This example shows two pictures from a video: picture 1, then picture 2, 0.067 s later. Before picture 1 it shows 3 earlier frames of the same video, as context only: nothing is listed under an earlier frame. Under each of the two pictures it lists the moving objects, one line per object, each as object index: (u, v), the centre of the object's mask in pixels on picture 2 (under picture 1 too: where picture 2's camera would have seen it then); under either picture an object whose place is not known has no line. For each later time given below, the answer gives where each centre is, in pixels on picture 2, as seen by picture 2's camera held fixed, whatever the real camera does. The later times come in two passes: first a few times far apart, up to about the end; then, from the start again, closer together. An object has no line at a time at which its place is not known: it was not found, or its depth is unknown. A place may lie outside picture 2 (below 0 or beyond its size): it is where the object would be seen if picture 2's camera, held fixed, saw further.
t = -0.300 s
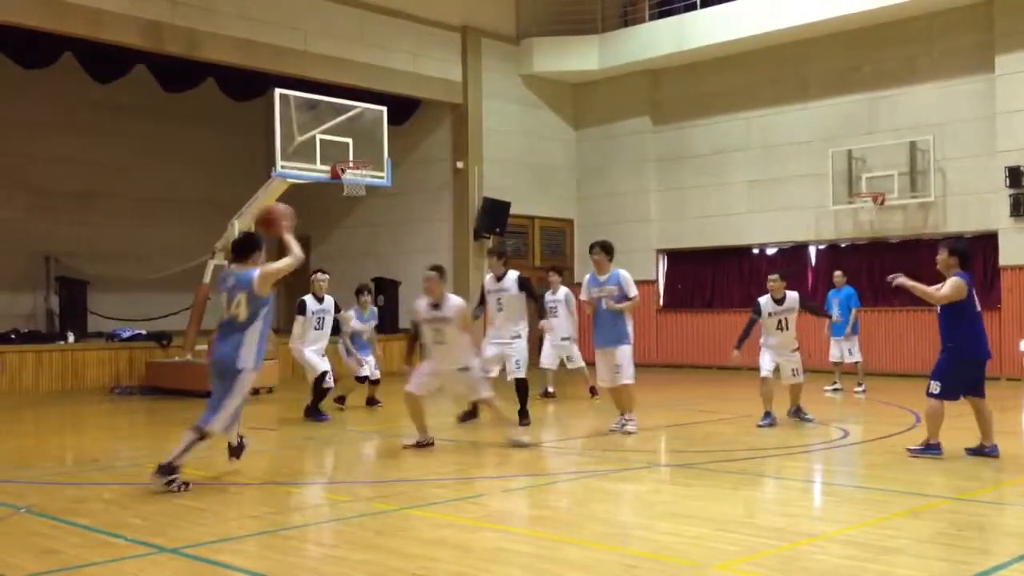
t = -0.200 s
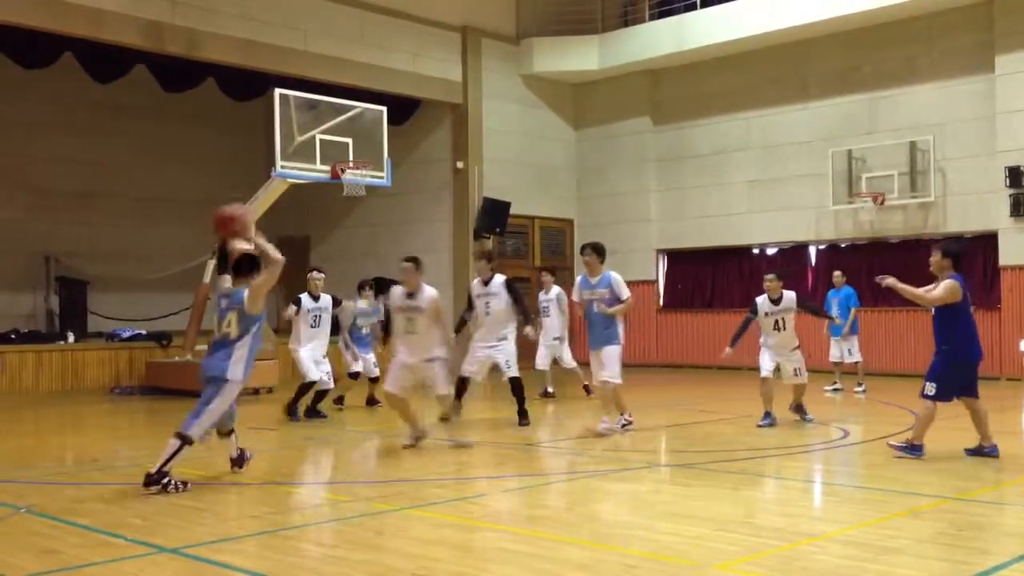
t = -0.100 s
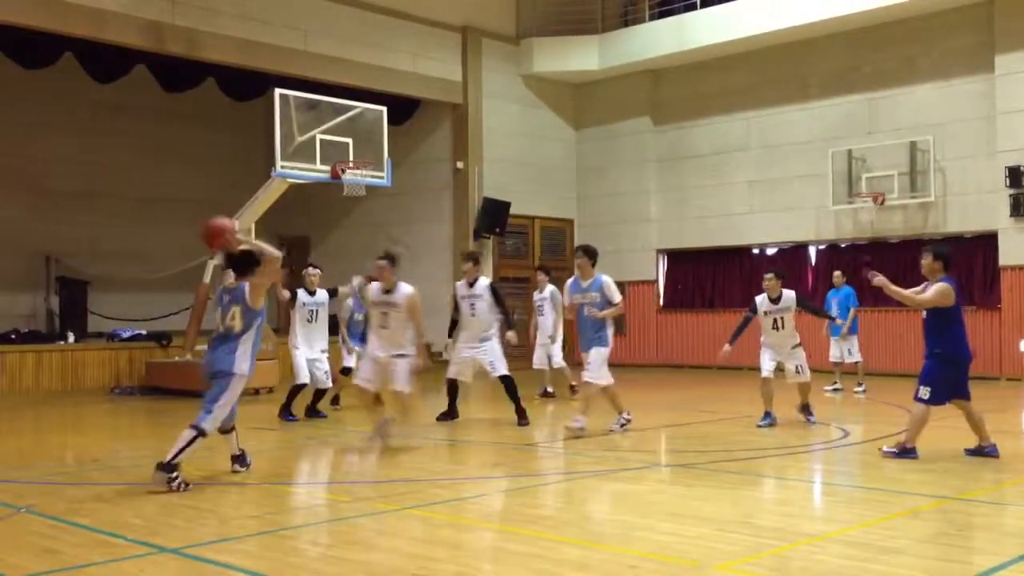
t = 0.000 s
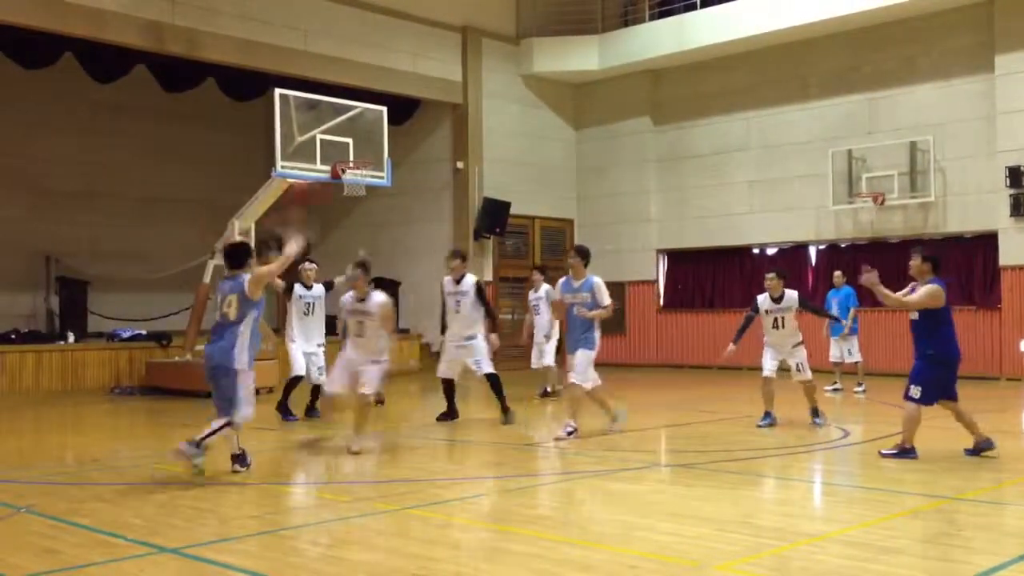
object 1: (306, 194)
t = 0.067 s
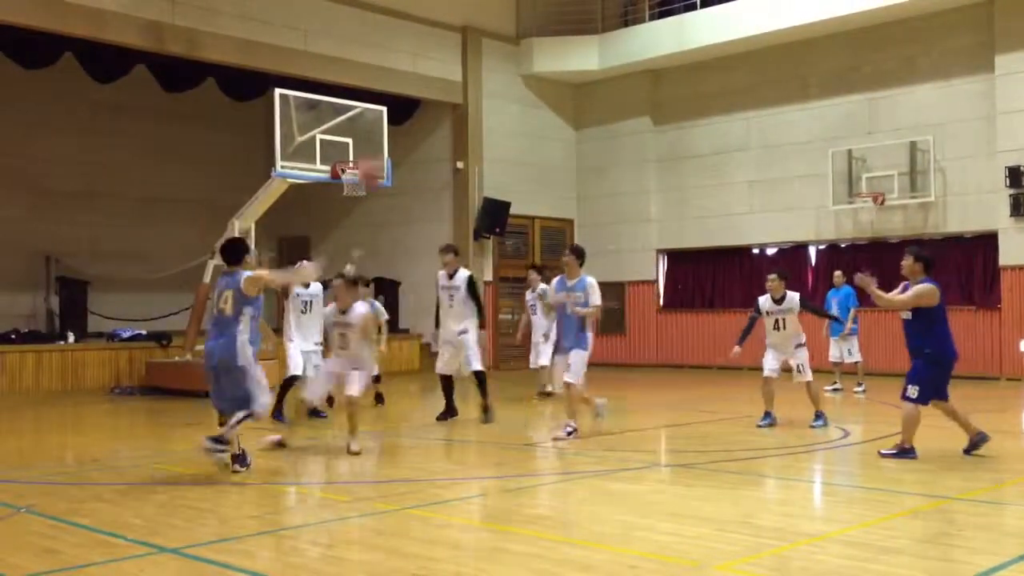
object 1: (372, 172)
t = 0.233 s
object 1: (507, 164)
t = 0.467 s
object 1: (646, 192)
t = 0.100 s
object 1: (406, 166)
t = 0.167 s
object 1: (460, 163)
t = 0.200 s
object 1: (486, 164)
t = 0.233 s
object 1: (507, 164)
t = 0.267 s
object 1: (530, 166)
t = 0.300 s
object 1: (550, 168)
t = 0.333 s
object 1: (574, 170)
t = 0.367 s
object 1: (593, 174)
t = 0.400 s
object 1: (612, 179)
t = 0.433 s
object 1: (628, 183)
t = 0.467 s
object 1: (646, 192)
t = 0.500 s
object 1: (663, 201)
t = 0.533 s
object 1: (677, 209)
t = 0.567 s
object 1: (692, 217)
